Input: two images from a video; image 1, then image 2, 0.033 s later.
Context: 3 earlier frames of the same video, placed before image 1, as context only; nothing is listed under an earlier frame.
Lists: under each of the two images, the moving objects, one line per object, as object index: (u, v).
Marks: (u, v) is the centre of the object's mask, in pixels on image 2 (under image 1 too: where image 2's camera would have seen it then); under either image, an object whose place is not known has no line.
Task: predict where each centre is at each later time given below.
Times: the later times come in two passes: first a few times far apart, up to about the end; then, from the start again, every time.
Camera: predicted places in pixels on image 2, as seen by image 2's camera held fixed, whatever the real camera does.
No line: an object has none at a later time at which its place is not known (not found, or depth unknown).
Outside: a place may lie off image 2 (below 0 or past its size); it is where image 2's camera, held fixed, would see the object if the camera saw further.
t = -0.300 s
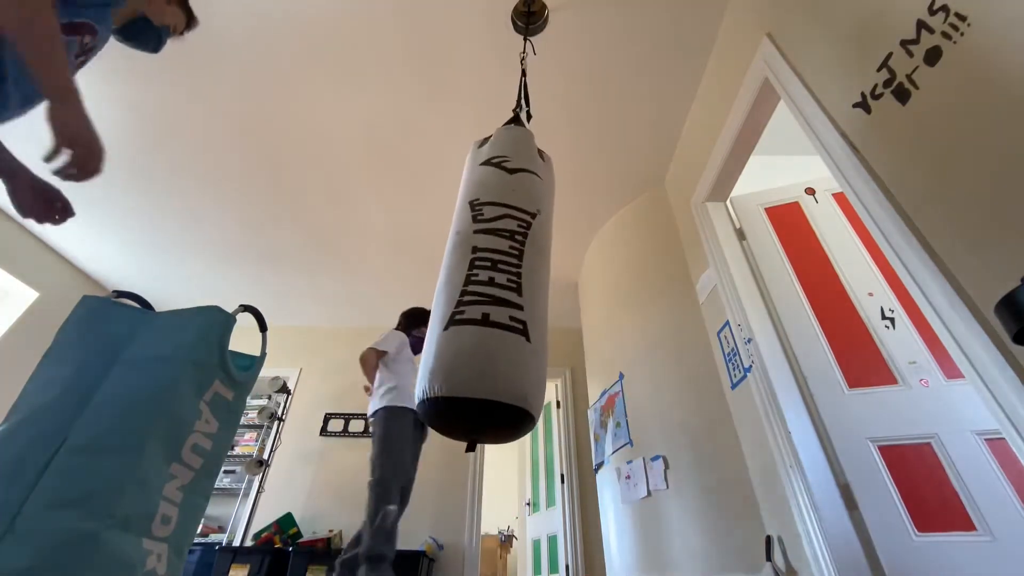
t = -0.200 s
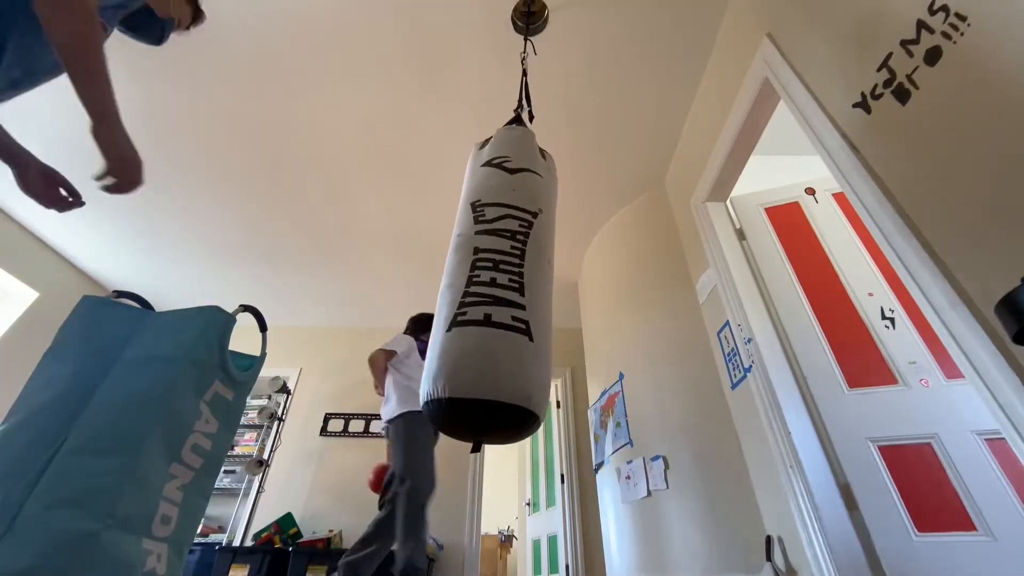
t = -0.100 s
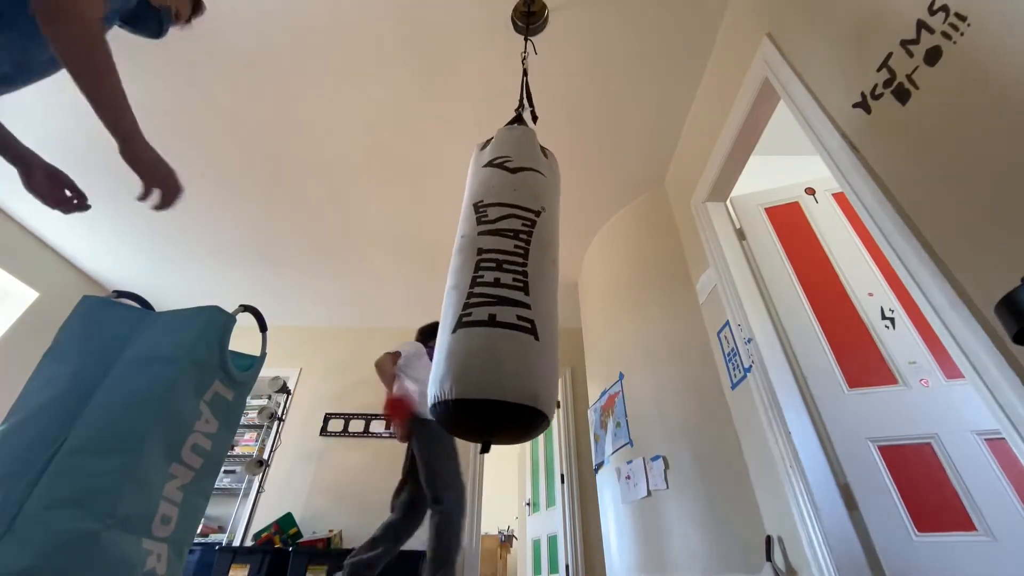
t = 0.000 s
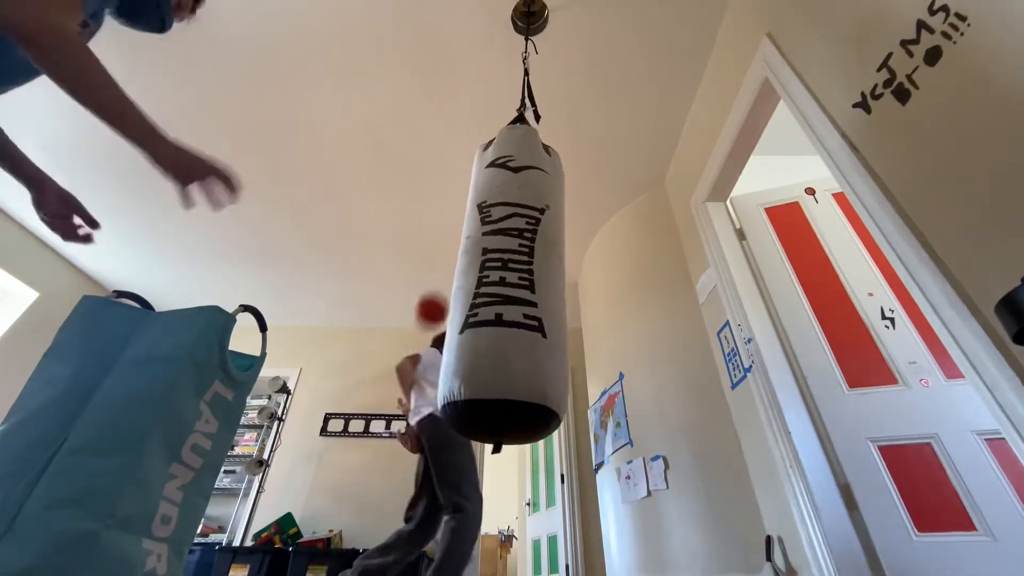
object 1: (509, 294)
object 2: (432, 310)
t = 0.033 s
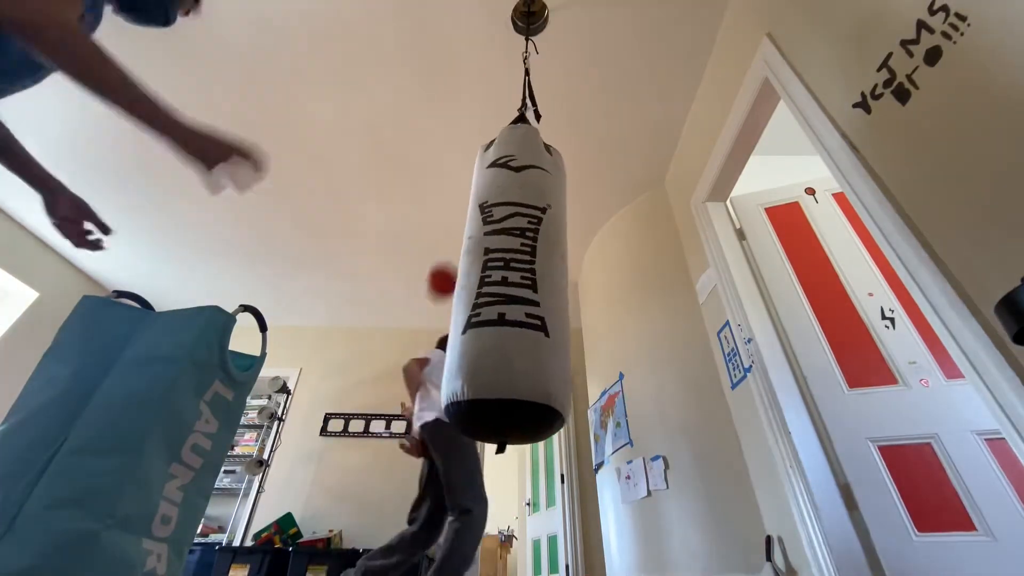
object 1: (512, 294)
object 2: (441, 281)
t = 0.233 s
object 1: (531, 293)
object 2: (391, 183)
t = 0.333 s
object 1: (542, 292)
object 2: (332, 162)
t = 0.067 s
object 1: (515, 294)
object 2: (451, 253)
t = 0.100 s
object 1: (518, 295)
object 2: (445, 236)
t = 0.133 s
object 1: (521, 296)
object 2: (433, 220)
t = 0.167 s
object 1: (524, 294)
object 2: (420, 206)
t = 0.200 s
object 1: (528, 293)
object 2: (406, 194)
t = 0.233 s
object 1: (531, 293)
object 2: (391, 183)
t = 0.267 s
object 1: (535, 293)
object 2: (374, 175)
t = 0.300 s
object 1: (538, 292)
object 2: (354, 167)
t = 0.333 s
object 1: (542, 292)
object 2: (332, 162)
